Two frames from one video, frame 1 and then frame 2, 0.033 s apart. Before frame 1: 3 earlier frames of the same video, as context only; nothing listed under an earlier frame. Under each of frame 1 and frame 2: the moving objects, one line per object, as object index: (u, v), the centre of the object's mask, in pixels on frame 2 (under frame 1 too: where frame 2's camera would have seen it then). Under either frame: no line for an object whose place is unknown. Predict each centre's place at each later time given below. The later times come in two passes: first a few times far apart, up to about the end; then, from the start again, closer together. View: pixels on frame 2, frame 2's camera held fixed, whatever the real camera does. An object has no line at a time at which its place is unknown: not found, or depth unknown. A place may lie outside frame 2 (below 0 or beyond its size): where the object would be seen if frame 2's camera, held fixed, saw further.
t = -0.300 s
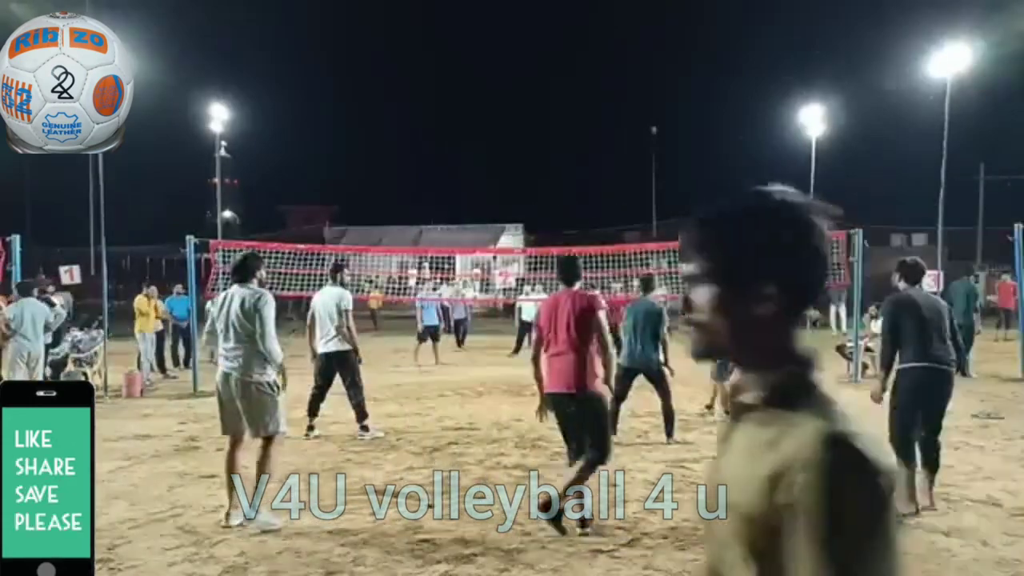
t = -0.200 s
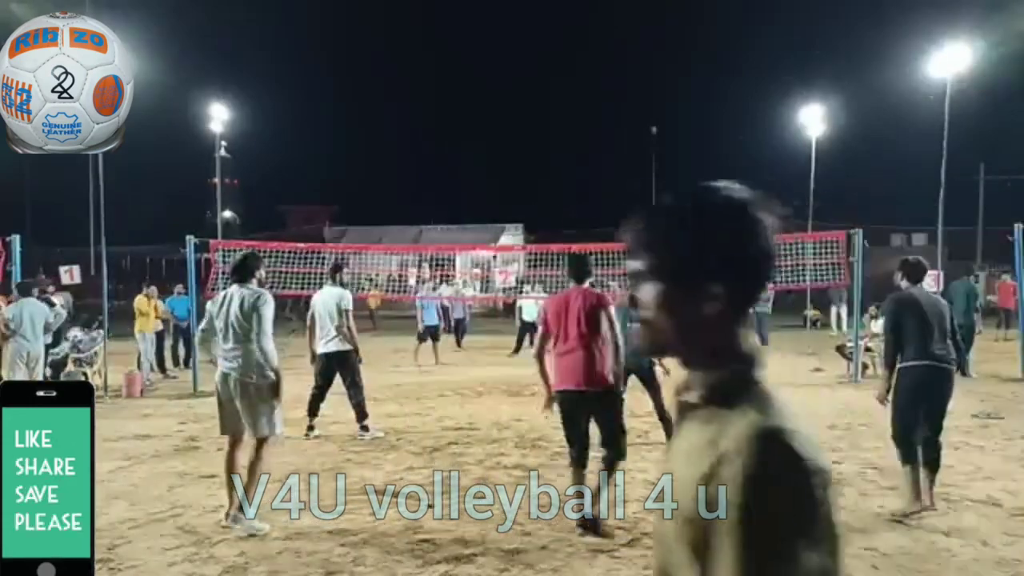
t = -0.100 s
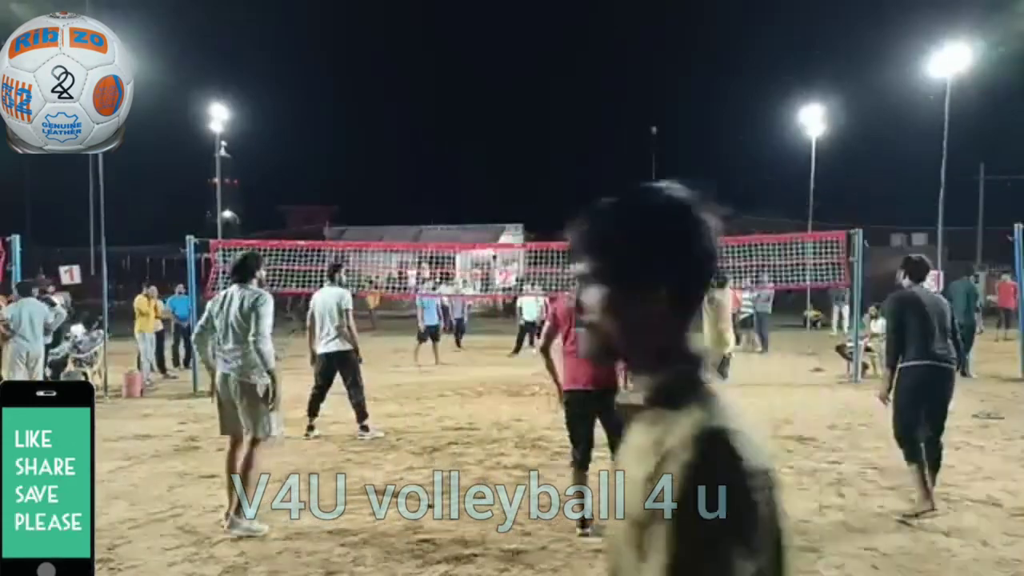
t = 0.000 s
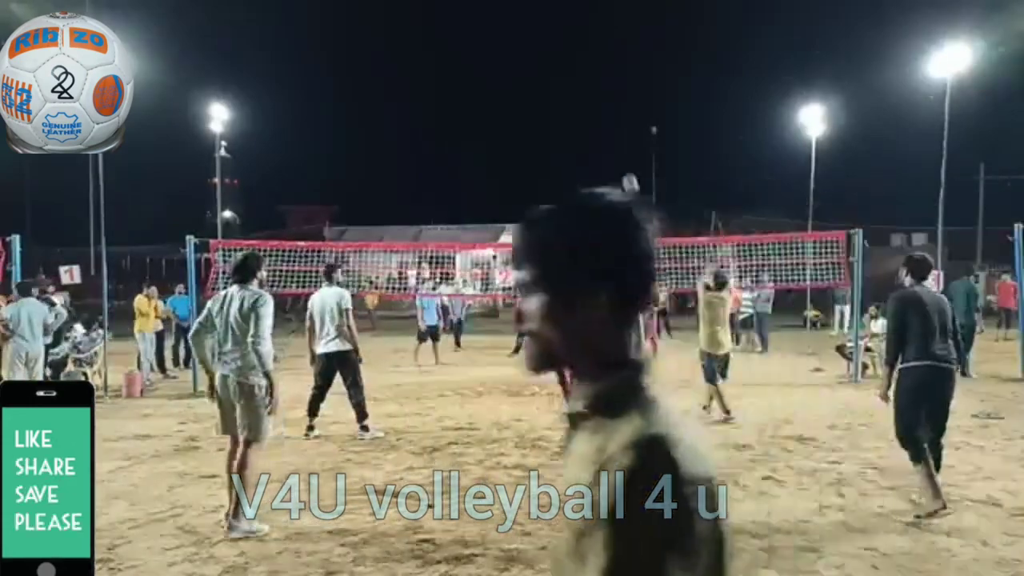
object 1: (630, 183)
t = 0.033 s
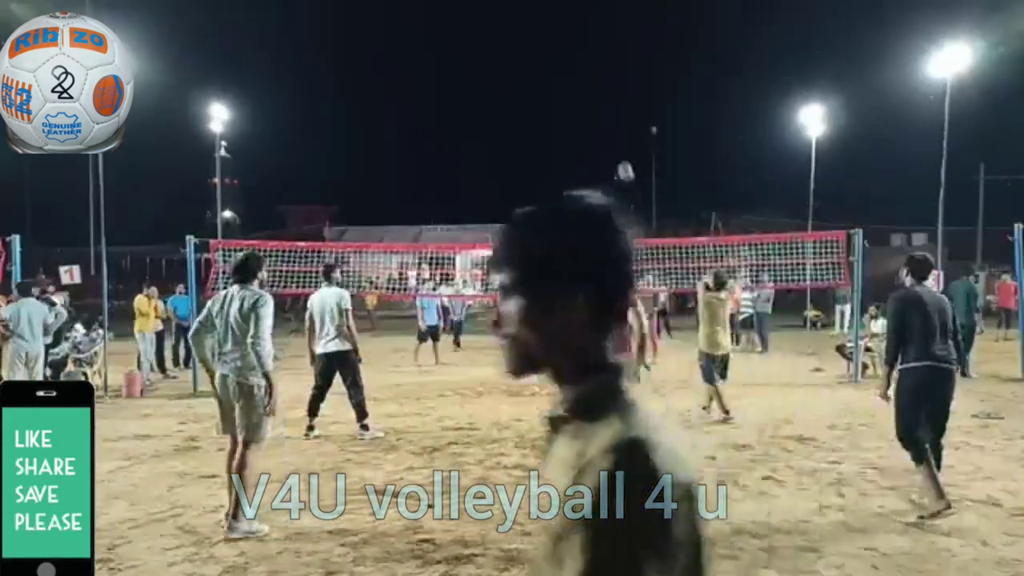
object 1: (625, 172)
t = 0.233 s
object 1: (603, 120)
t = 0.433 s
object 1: (586, 102)
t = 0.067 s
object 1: (621, 161)
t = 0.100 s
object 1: (617, 150)
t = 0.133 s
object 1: (613, 141)
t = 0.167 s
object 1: (609, 133)
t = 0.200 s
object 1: (606, 126)
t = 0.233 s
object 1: (603, 120)
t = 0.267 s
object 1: (599, 115)
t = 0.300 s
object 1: (596, 111)
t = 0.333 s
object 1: (594, 107)
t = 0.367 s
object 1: (591, 105)
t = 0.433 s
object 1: (586, 102)
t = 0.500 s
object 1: (584, 102)
